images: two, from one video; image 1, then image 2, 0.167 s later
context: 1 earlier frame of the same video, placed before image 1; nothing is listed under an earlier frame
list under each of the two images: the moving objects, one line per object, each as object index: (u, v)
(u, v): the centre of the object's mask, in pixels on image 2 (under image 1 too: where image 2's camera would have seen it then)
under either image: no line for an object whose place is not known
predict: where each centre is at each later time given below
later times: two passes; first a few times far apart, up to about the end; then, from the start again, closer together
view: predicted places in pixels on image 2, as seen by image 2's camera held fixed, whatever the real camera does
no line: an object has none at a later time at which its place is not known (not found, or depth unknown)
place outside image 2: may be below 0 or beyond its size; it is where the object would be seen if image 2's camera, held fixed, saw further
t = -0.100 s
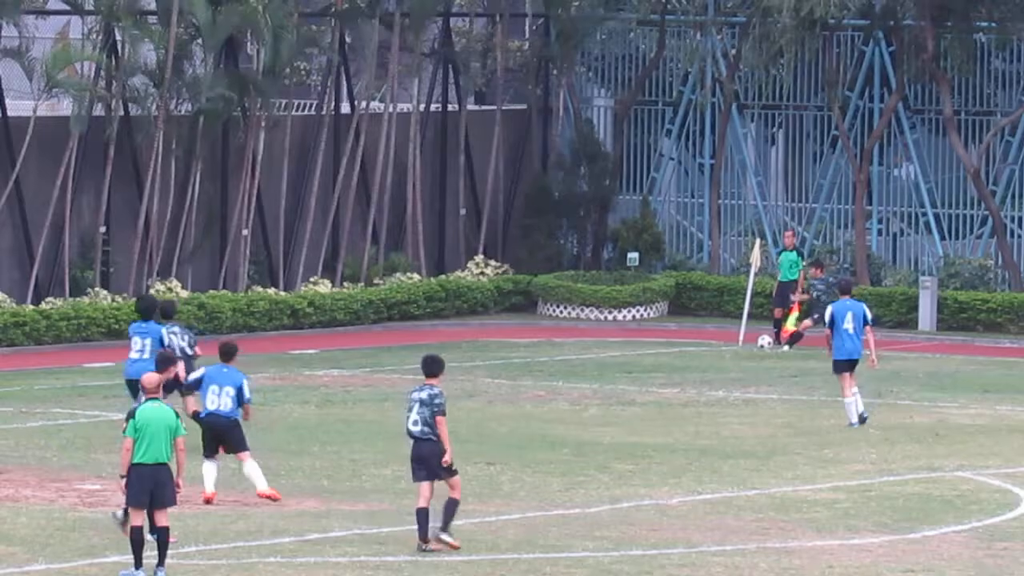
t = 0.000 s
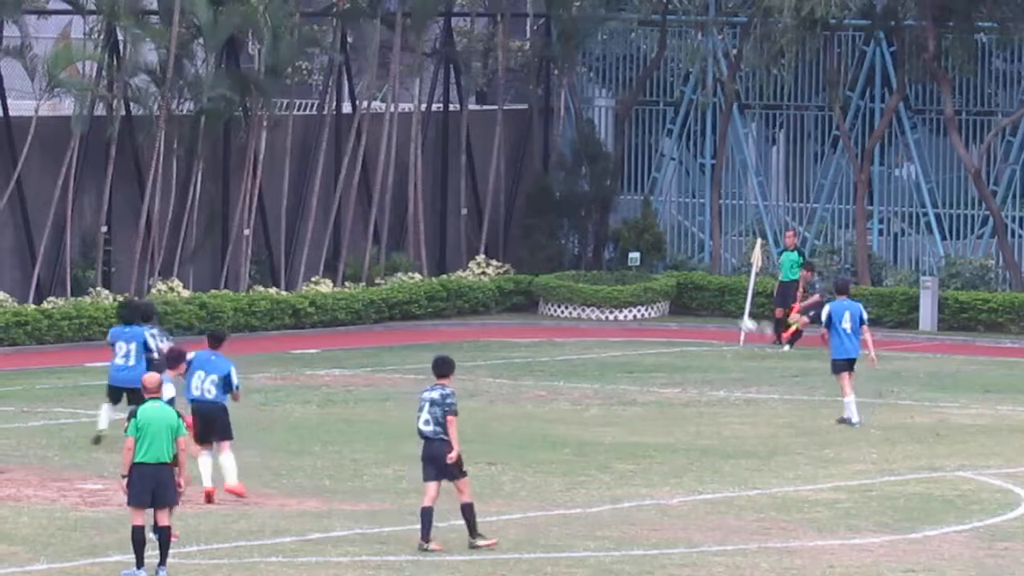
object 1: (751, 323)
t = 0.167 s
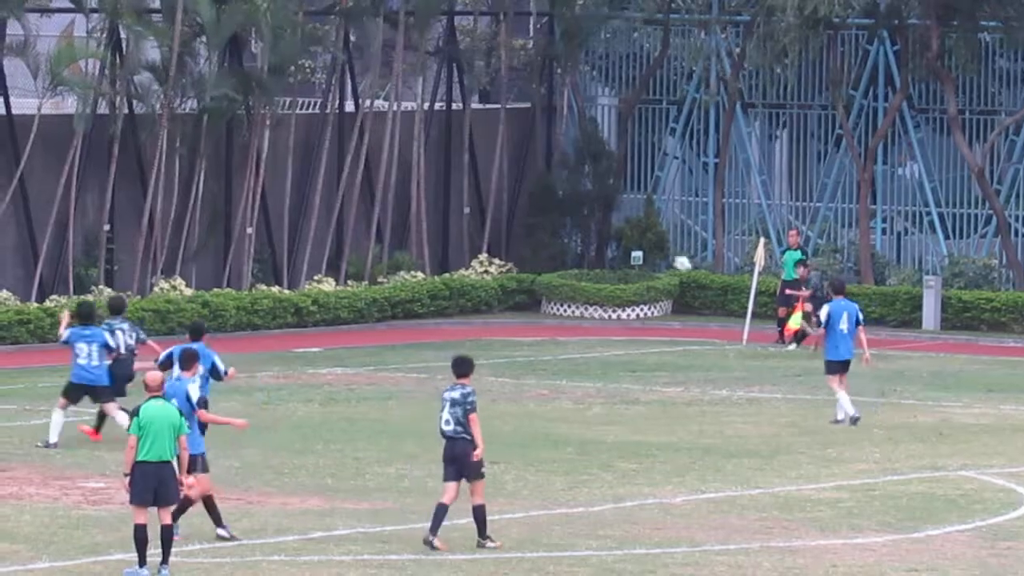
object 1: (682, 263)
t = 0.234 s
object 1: (657, 245)
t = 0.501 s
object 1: (568, 199)
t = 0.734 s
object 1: (504, 203)
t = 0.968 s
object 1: (453, 256)
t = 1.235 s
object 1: (407, 389)
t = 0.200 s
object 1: (669, 253)
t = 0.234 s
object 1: (657, 245)
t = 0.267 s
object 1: (644, 236)
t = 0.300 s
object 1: (633, 228)
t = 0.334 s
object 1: (621, 222)
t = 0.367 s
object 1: (610, 215)
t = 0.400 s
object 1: (600, 210)
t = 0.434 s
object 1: (589, 205)
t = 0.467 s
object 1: (578, 202)
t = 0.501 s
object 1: (568, 199)
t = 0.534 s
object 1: (558, 197)
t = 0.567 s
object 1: (548, 196)
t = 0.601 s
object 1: (539, 195)
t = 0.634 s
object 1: (530, 196)
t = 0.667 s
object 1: (521, 198)
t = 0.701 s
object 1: (512, 200)
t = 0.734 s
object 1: (504, 203)
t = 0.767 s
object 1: (497, 207)
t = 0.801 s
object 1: (489, 213)
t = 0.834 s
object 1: (482, 219)
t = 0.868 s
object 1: (474, 227)
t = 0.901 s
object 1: (467, 235)
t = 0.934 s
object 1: (460, 245)
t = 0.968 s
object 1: (453, 256)
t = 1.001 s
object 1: (447, 266)
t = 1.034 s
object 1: (441, 281)
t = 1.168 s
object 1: (418, 347)
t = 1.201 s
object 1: (413, 366)
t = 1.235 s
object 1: (407, 389)
